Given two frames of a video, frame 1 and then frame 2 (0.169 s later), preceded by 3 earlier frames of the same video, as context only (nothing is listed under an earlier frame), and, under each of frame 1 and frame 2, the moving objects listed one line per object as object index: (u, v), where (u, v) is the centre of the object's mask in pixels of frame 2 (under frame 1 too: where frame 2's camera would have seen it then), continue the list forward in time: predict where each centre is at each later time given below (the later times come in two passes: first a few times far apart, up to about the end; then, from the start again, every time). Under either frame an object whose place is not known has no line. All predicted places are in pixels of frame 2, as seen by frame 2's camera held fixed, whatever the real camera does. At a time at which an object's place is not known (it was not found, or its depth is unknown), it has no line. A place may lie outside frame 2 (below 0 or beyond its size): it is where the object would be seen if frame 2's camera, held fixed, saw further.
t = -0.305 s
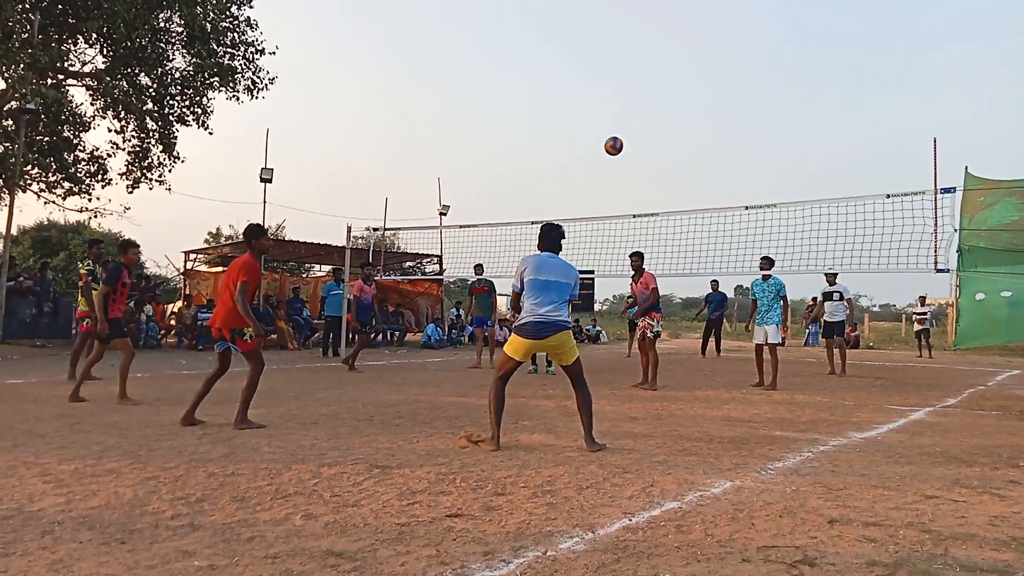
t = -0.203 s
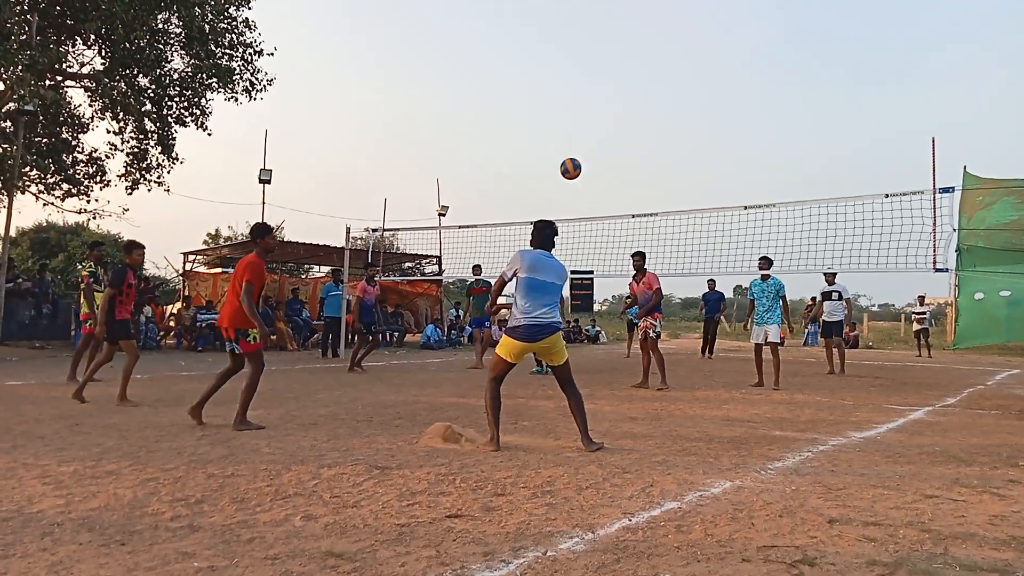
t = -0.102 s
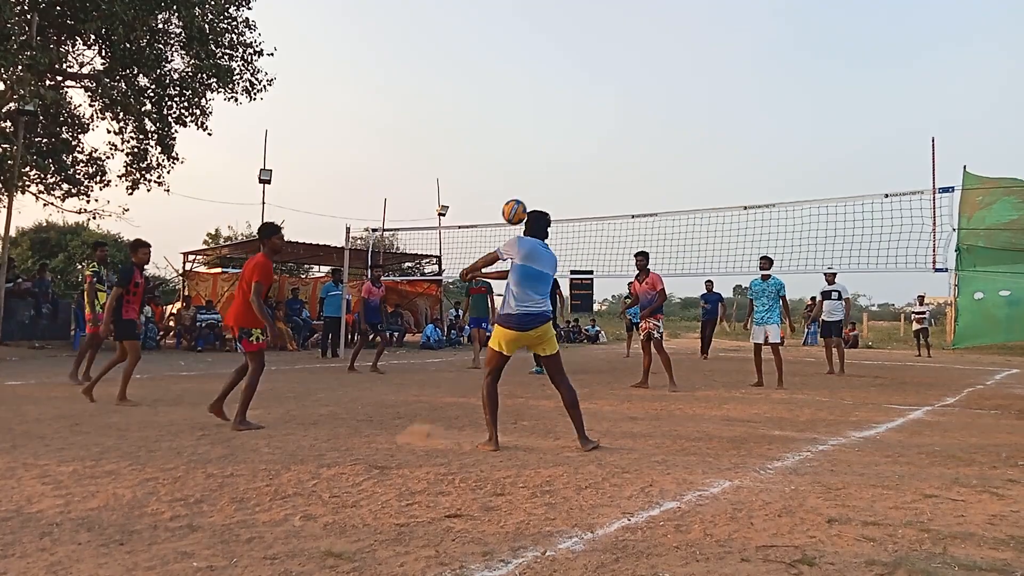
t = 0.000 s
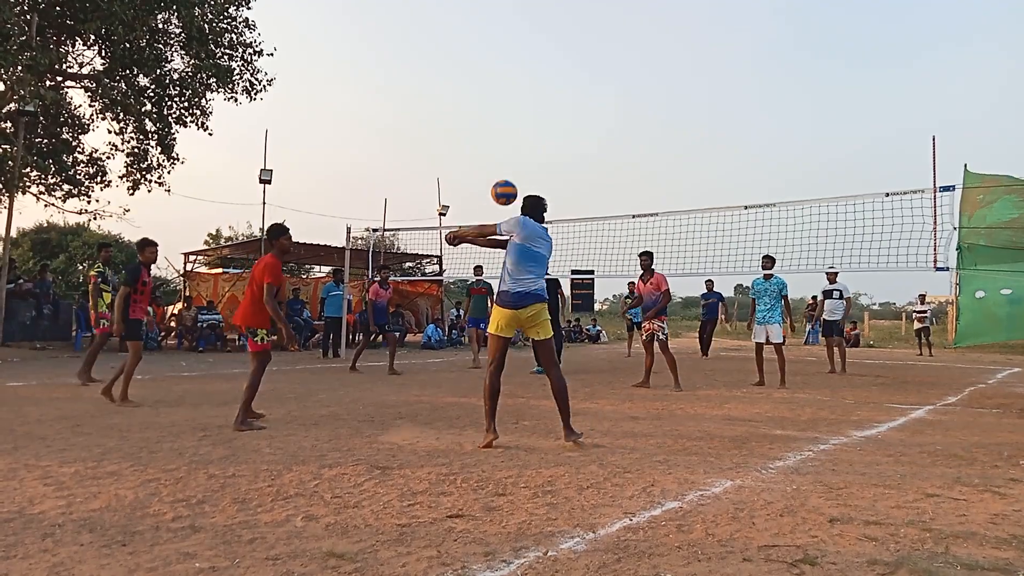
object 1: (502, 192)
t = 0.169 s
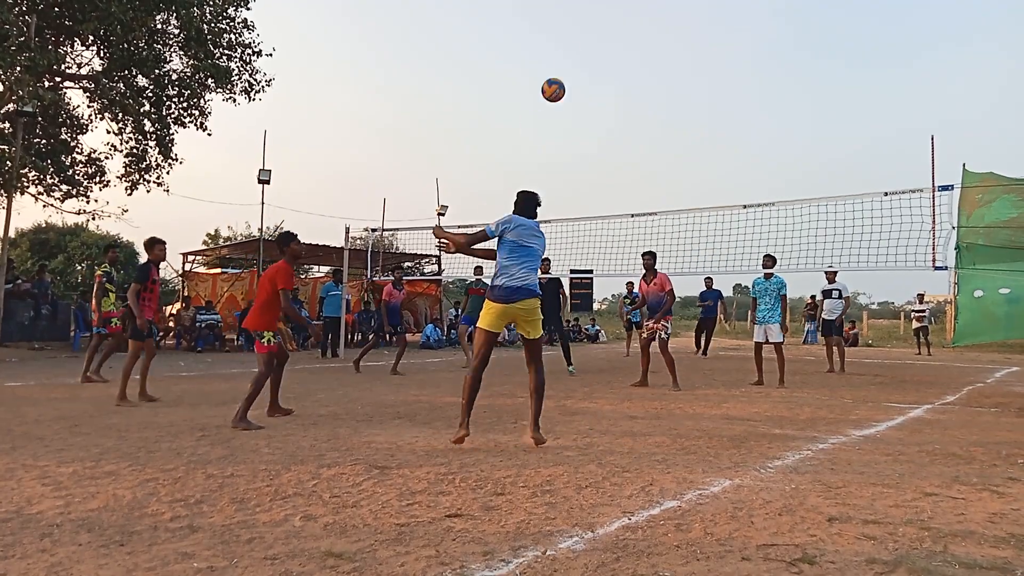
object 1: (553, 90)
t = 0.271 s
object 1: (578, 52)
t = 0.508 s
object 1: (624, 15)
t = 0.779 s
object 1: (662, 40)
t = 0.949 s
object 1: (679, 80)
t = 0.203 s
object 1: (562, 76)
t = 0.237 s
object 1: (570, 63)
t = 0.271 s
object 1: (578, 52)
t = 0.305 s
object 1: (586, 43)
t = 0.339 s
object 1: (593, 36)
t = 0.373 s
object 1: (600, 29)
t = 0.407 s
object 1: (607, 24)
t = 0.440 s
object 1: (613, 20)
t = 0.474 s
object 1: (619, 17)
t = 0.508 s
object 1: (624, 15)
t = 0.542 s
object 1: (630, 15)
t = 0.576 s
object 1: (635, 15)
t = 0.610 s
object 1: (640, 17)
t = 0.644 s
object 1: (645, 20)
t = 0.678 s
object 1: (650, 23)
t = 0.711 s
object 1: (654, 28)
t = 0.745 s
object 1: (658, 34)
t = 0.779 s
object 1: (662, 40)
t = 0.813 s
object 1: (665, 46)
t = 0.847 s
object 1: (669, 54)
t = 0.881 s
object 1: (672, 62)
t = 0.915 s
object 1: (676, 71)
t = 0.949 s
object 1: (679, 80)
